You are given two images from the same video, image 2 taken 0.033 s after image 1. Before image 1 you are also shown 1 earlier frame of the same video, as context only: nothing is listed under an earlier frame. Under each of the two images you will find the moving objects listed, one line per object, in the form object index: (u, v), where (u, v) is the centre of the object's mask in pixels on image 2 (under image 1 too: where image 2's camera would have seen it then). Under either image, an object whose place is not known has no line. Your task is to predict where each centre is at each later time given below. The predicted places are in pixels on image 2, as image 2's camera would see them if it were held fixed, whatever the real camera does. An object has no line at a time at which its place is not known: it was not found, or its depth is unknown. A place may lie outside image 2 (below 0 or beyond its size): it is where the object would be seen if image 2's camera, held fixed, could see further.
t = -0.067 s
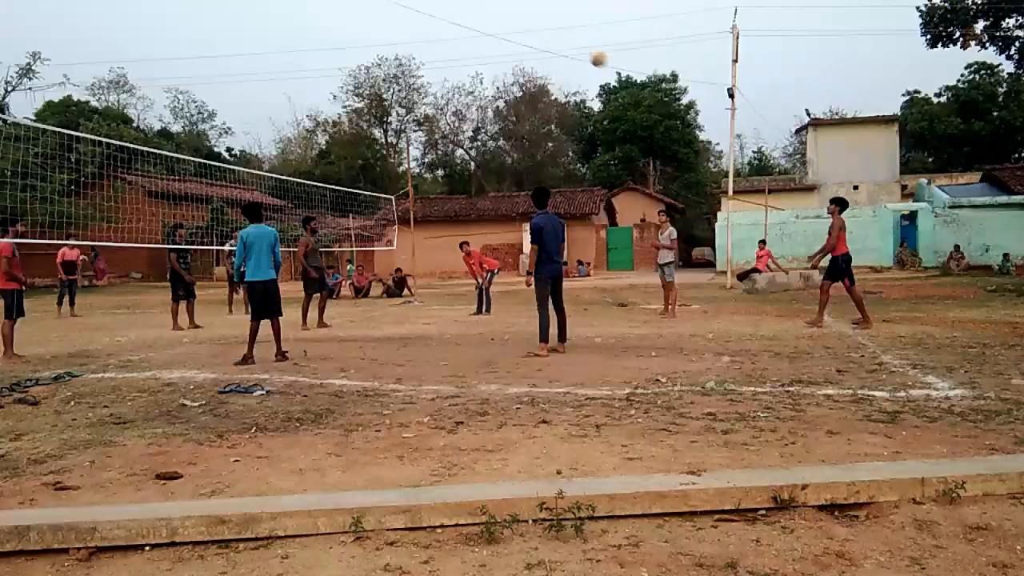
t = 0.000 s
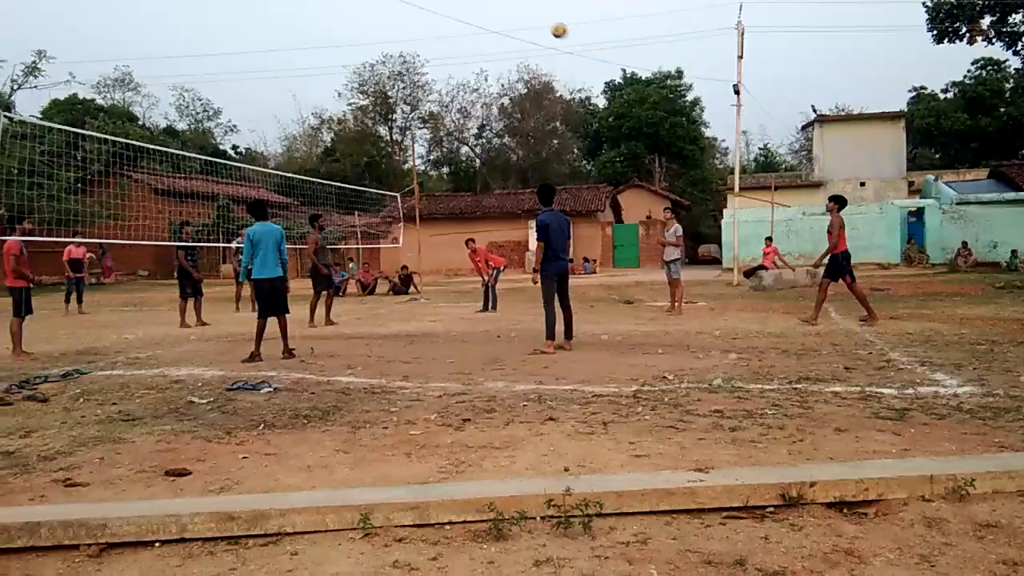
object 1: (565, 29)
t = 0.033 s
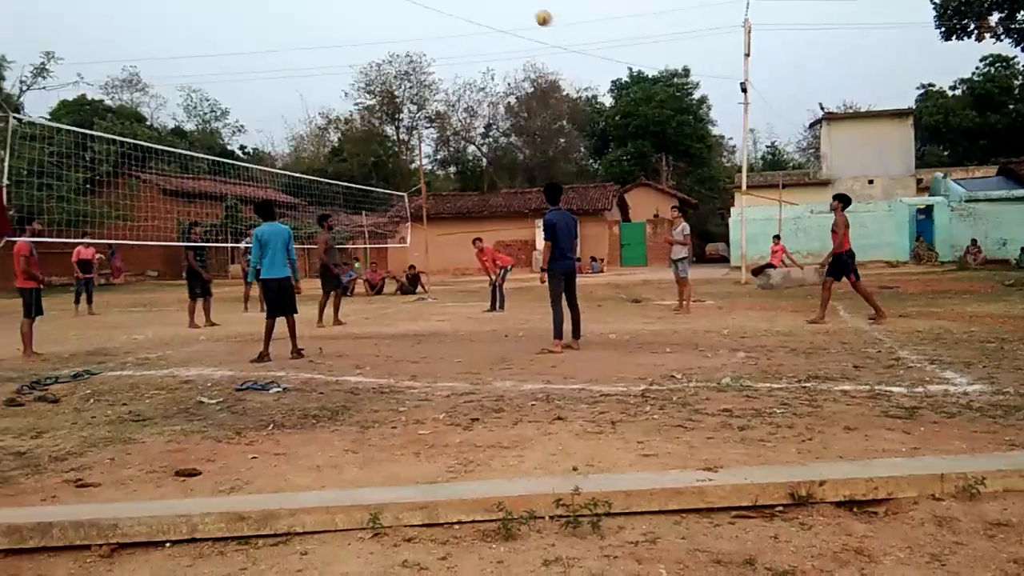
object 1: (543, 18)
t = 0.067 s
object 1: (521, 8)
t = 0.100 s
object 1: (500, 2)
